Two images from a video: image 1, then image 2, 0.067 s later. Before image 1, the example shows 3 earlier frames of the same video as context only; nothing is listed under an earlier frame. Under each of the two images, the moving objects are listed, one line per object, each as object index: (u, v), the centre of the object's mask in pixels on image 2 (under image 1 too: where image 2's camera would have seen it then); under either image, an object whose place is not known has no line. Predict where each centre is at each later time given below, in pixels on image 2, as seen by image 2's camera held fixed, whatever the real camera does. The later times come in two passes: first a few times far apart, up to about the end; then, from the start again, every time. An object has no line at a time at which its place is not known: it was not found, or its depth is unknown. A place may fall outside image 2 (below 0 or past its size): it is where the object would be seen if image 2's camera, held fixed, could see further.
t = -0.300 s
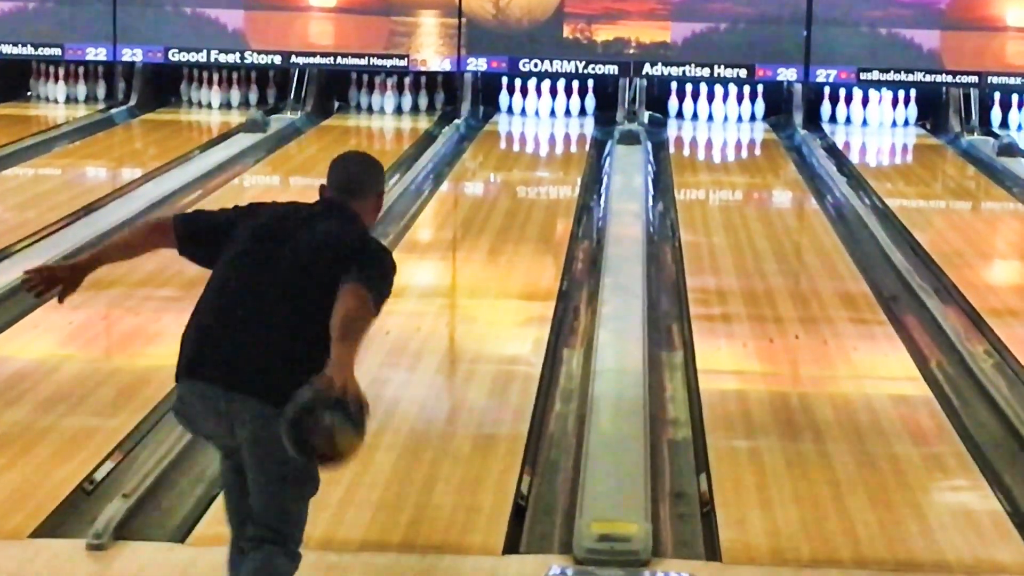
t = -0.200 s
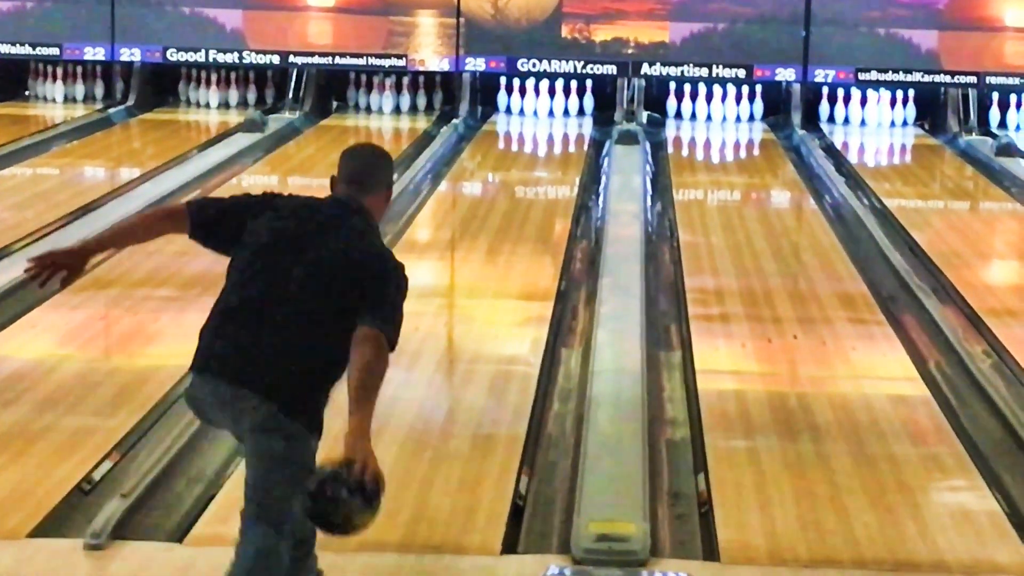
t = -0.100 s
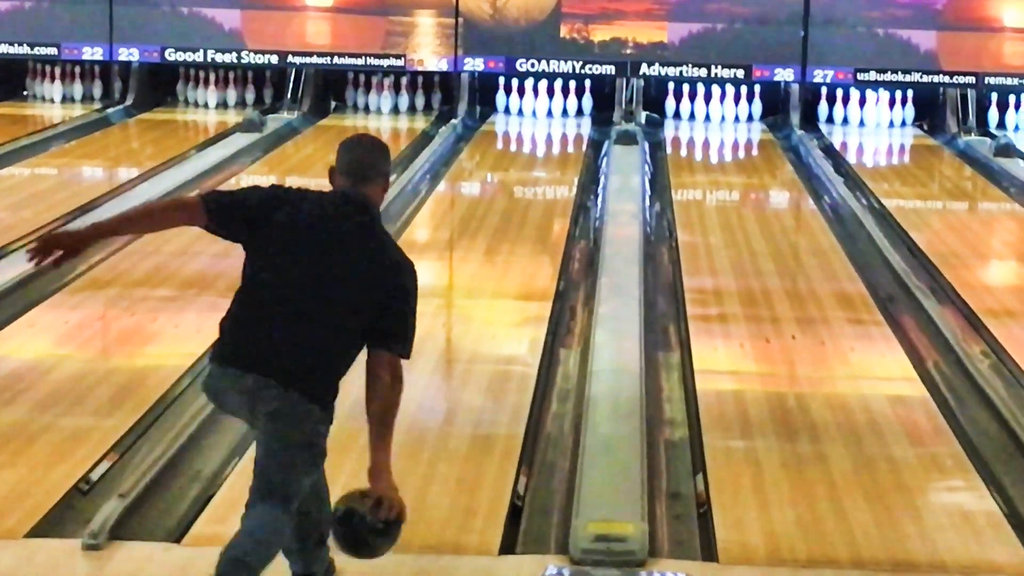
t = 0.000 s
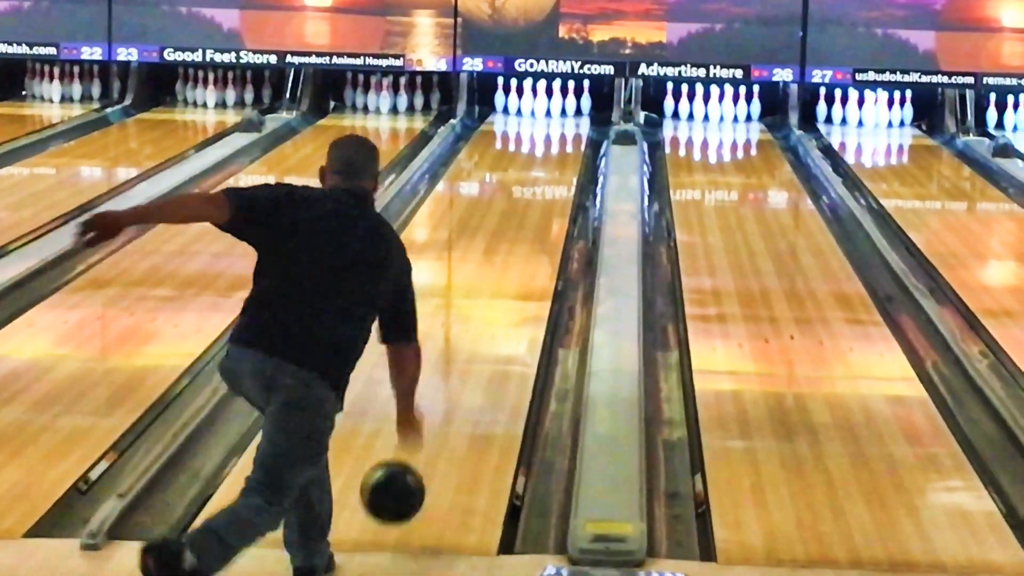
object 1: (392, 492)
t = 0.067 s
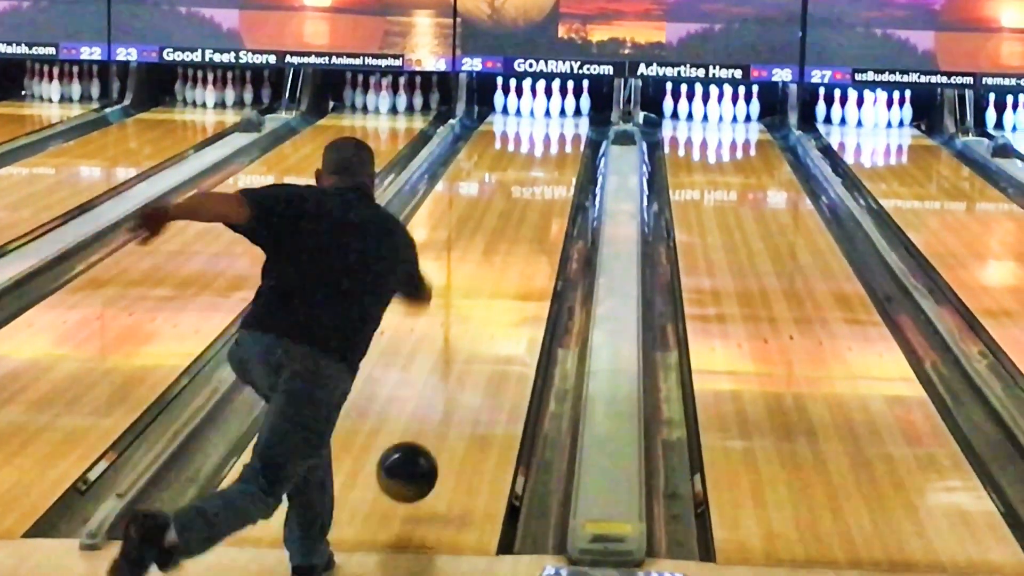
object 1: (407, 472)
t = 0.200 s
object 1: (434, 422)
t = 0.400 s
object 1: (463, 362)
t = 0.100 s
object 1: (414, 467)
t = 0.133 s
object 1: (421, 456)
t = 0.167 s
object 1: (427, 437)
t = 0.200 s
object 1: (434, 422)
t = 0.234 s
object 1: (439, 410)
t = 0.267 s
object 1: (444, 402)
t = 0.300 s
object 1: (449, 394)
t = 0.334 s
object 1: (454, 383)
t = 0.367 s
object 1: (458, 372)
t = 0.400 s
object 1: (463, 362)
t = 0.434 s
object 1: (466, 353)
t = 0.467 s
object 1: (470, 343)
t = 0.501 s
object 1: (474, 335)
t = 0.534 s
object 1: (478, 326)
